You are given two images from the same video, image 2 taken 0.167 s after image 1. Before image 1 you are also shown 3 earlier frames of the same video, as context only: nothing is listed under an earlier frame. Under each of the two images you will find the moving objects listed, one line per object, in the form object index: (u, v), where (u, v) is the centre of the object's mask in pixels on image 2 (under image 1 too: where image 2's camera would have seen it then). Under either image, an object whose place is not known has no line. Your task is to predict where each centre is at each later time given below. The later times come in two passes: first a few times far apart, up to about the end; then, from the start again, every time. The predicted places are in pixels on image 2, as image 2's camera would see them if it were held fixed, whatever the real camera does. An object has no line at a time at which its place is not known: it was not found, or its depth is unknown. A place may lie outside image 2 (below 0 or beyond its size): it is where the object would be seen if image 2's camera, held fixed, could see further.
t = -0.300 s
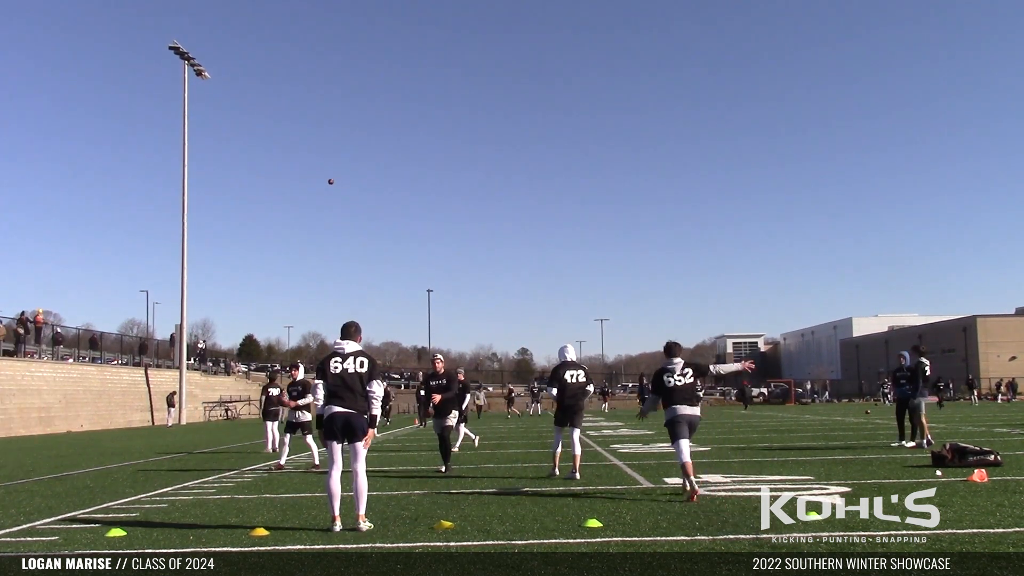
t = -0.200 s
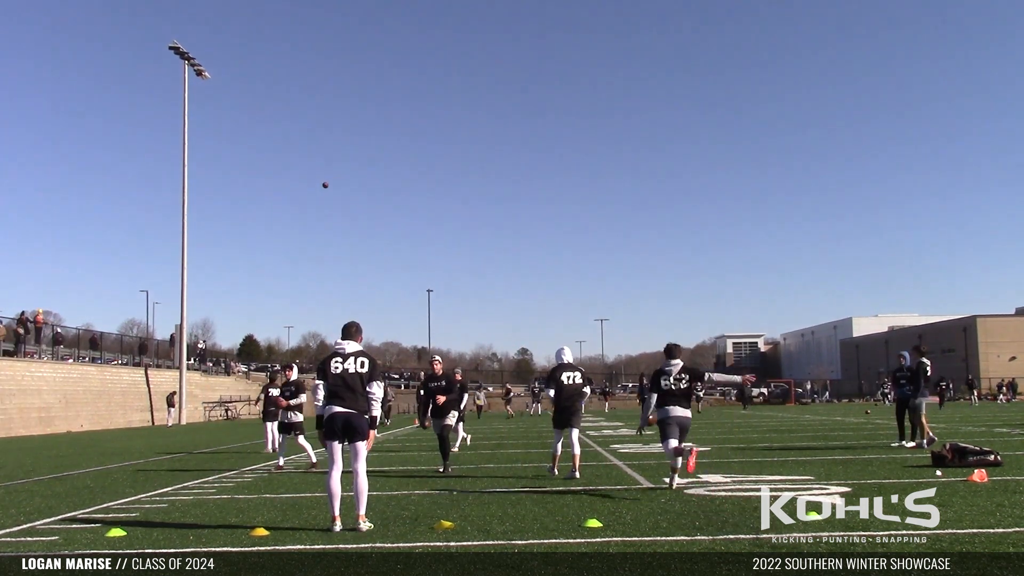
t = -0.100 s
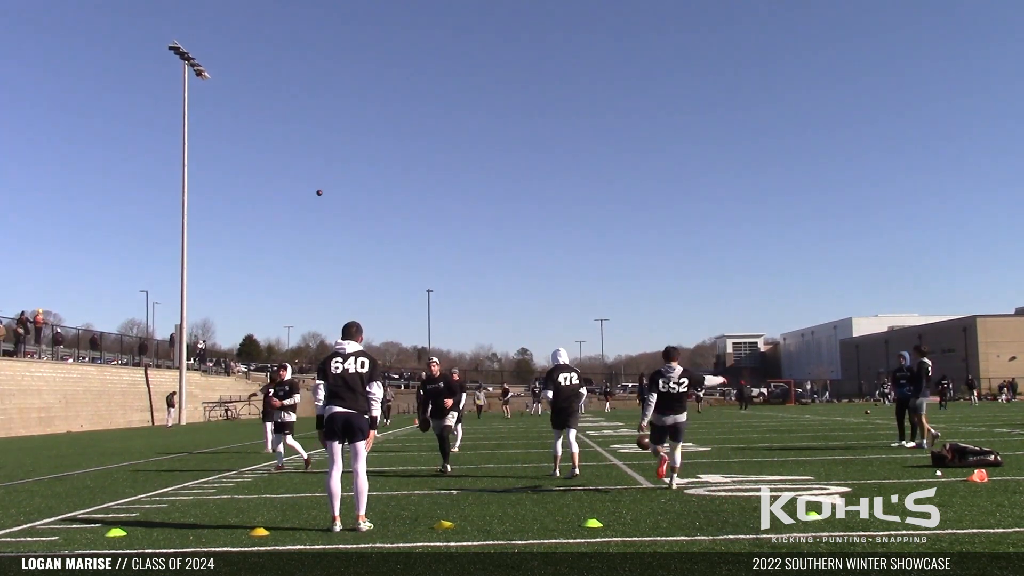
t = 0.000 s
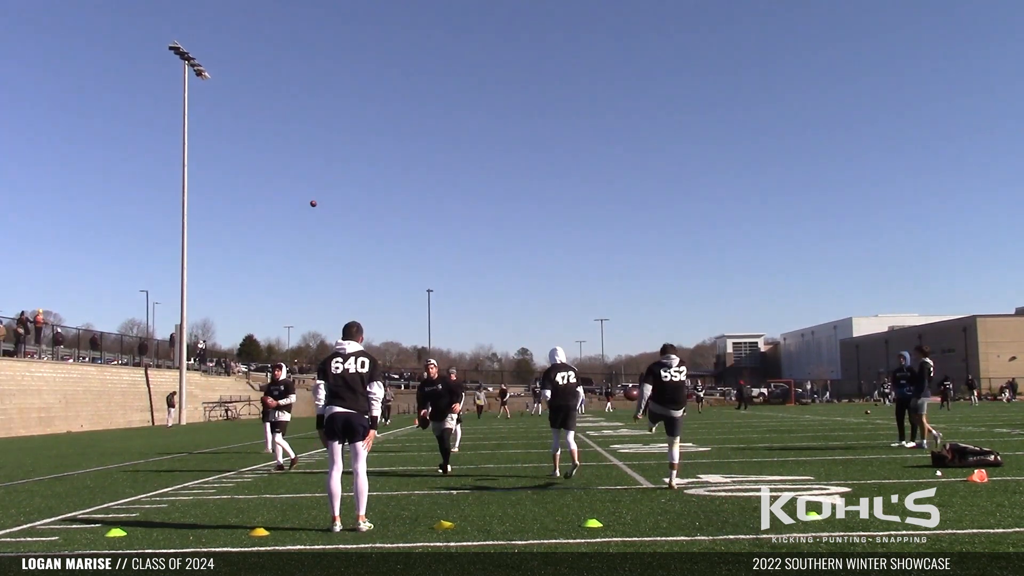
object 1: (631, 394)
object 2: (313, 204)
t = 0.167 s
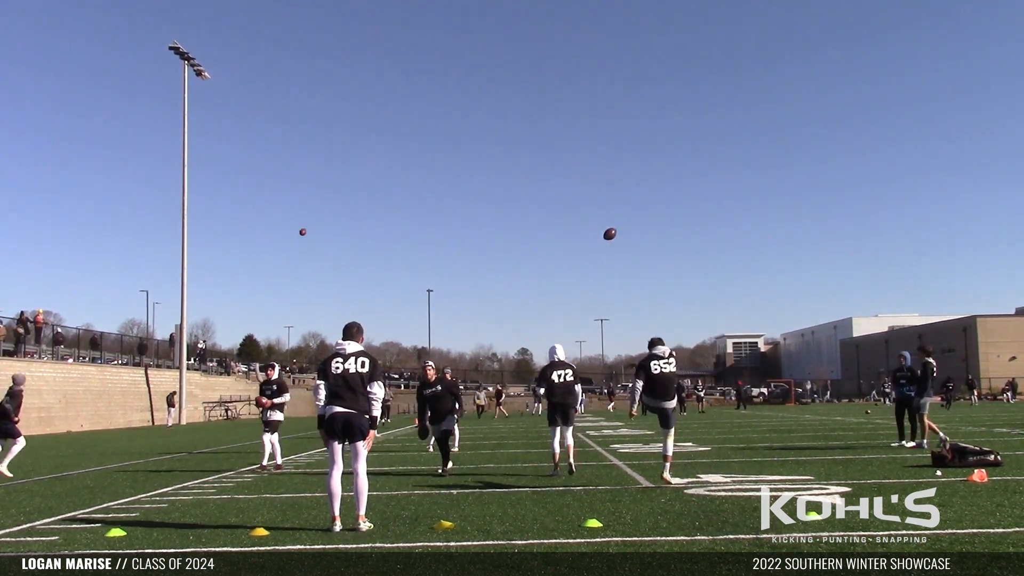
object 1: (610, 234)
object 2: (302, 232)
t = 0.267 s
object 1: (605, 176)
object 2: (296, 255)
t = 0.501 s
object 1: (606, 96)
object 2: (277, 333)
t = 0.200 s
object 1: (607, 213)
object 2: (300, 239)
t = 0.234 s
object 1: (606, 193)
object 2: (298, 247)
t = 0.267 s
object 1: (605, 176)
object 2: (296, 255)
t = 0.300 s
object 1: (604, 161)
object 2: (293, 265)
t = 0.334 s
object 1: (604, 147)
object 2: (290, 274)
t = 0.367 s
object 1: (604, 135)
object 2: (288, 284)
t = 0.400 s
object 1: (605, 124)
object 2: (285, 295)
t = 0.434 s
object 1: (605, 114)
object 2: (282, 307)
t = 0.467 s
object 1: (606, 104)
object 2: (279, 320)
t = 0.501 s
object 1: (606, 96)
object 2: (277, 333)
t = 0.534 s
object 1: (607, 89)
